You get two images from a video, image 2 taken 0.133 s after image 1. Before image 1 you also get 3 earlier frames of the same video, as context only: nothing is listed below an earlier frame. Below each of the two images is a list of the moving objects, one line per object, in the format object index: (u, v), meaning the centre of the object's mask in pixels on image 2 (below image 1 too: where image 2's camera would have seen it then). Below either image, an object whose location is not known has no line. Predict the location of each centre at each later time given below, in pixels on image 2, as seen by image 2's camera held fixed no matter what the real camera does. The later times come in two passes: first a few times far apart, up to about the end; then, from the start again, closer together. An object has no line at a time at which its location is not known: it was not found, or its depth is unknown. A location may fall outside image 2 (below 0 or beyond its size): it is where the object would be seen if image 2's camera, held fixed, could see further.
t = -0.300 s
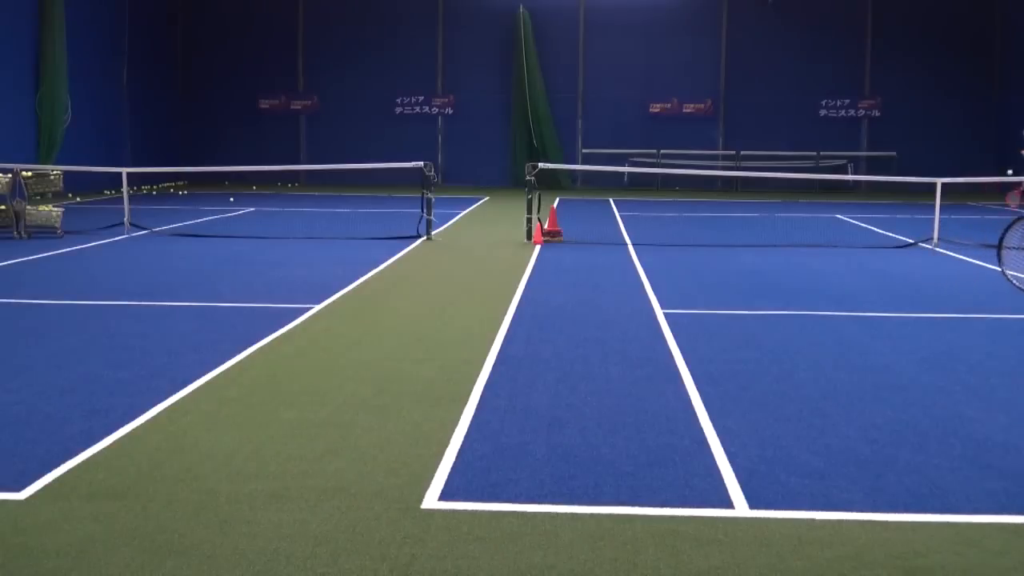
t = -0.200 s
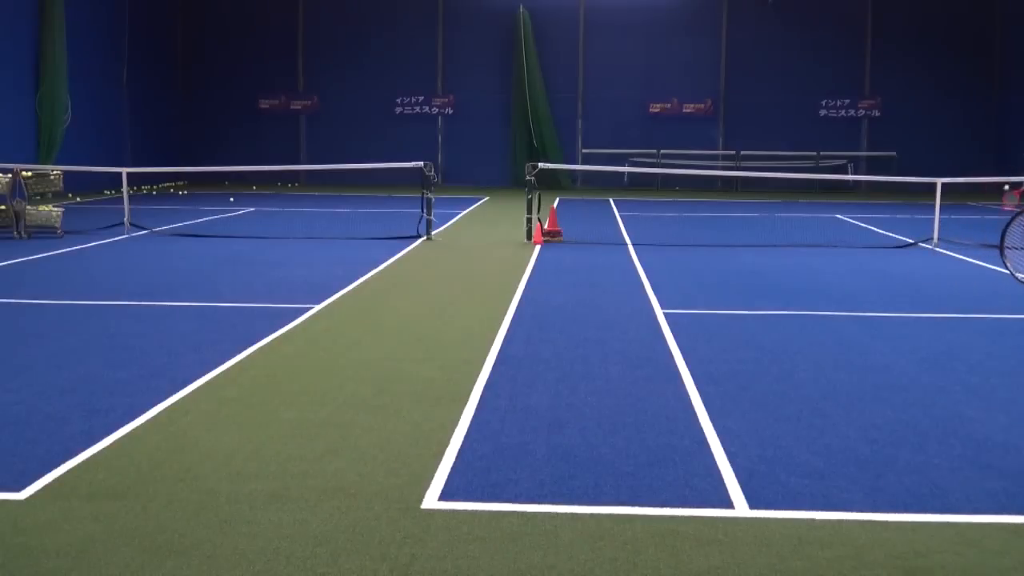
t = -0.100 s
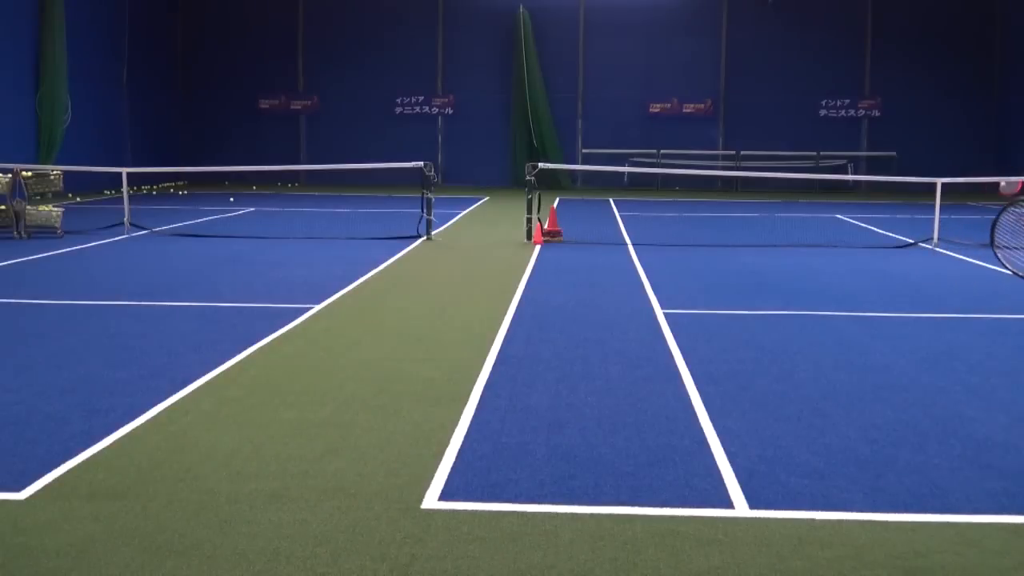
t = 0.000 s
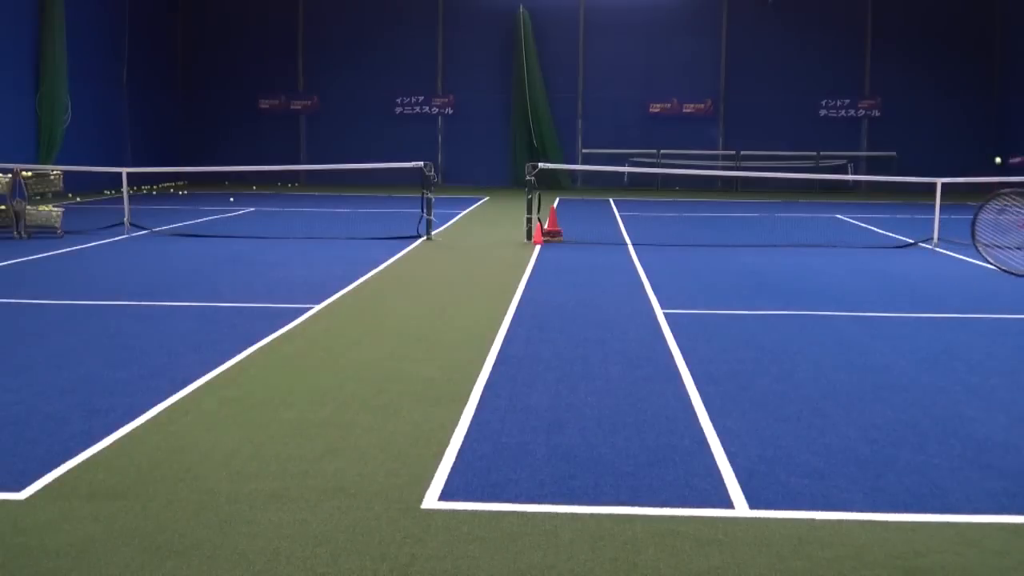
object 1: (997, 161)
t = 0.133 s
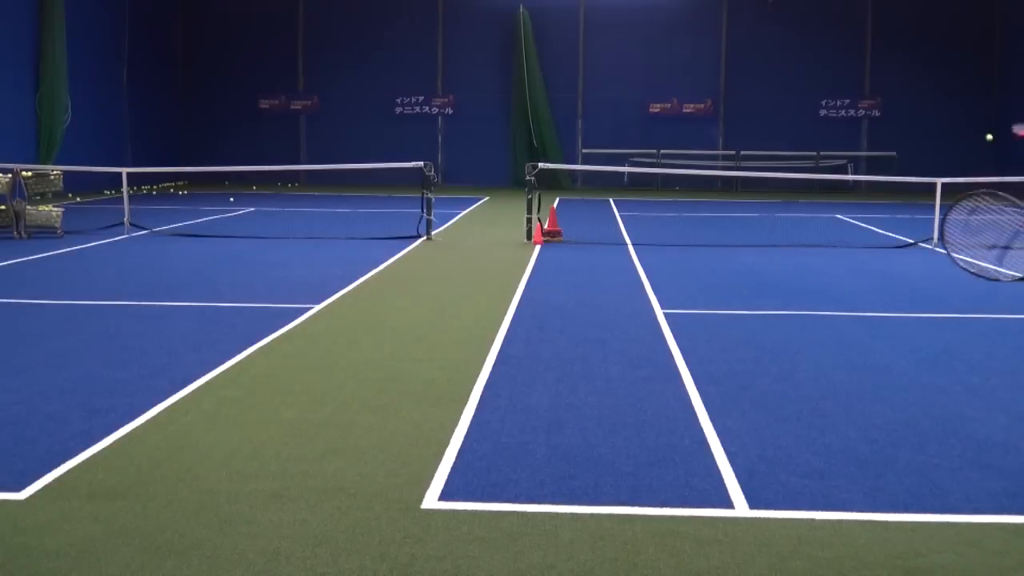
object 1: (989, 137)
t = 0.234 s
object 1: (980, 128)
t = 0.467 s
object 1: (949, 143)
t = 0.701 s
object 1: (896, 251)
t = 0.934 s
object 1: (828, 323)
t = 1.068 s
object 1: (790, 271)
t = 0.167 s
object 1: (986, 133)
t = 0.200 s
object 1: (983, 130)
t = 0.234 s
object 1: (980, 128)
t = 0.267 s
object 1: (977, 126)
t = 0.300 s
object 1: (973, 126)
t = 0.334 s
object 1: (969, 127)
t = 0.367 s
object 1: (965, 129)
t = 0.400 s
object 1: (960, 132)
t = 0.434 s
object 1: (954, 137)
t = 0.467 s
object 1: (949, 143)
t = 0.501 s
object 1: (944, 151)
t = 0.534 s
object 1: (937, 162)
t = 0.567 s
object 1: (930, 173)
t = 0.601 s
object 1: (922, 189)
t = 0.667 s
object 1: (906, 226)
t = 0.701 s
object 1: (896, 251)
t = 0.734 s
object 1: (886, 278)
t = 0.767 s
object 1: (875, 310)
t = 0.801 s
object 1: (862, 348)
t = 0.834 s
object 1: (850, 377)
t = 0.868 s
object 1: (843, 357)
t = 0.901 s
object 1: (836, 340)
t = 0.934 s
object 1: (828, 323)
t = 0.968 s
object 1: (819, 308)
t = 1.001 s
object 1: (810, 294)
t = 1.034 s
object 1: (800, 282)
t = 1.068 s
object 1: (790, 271)
